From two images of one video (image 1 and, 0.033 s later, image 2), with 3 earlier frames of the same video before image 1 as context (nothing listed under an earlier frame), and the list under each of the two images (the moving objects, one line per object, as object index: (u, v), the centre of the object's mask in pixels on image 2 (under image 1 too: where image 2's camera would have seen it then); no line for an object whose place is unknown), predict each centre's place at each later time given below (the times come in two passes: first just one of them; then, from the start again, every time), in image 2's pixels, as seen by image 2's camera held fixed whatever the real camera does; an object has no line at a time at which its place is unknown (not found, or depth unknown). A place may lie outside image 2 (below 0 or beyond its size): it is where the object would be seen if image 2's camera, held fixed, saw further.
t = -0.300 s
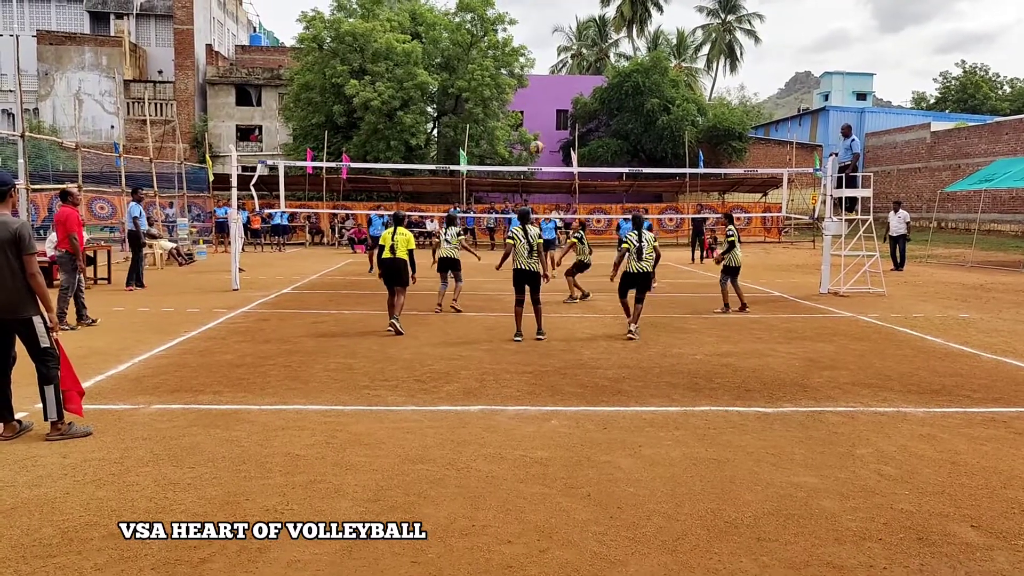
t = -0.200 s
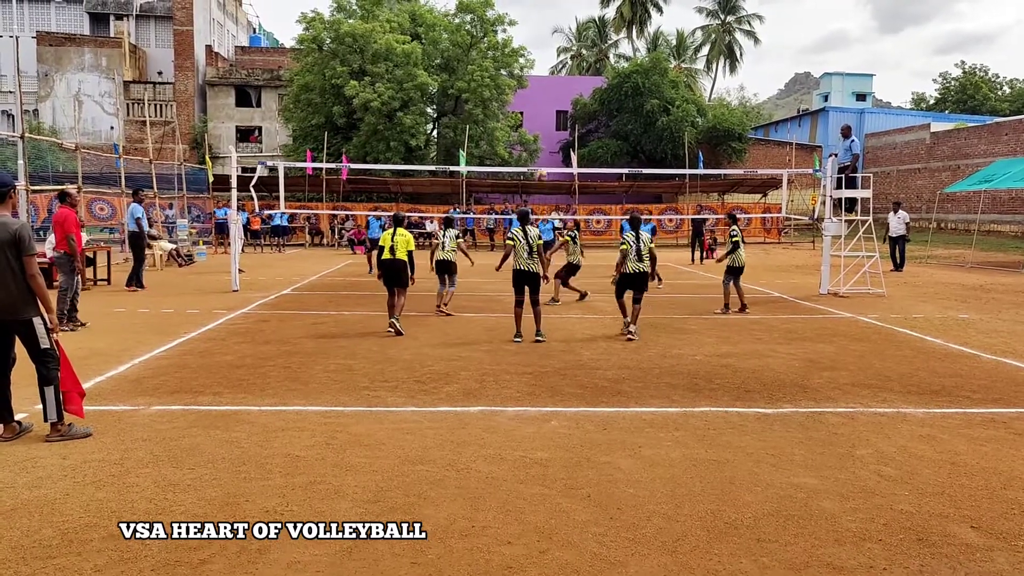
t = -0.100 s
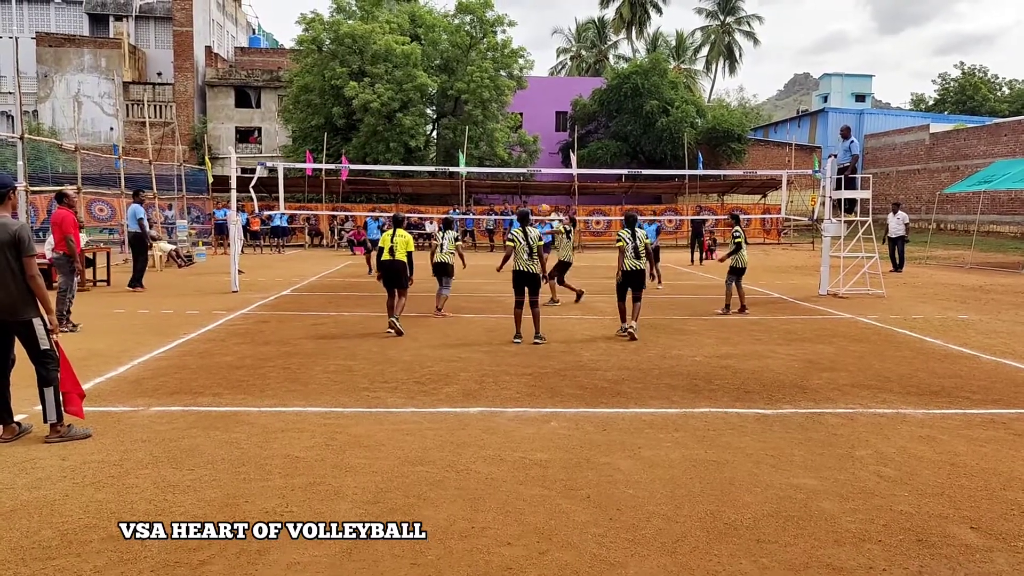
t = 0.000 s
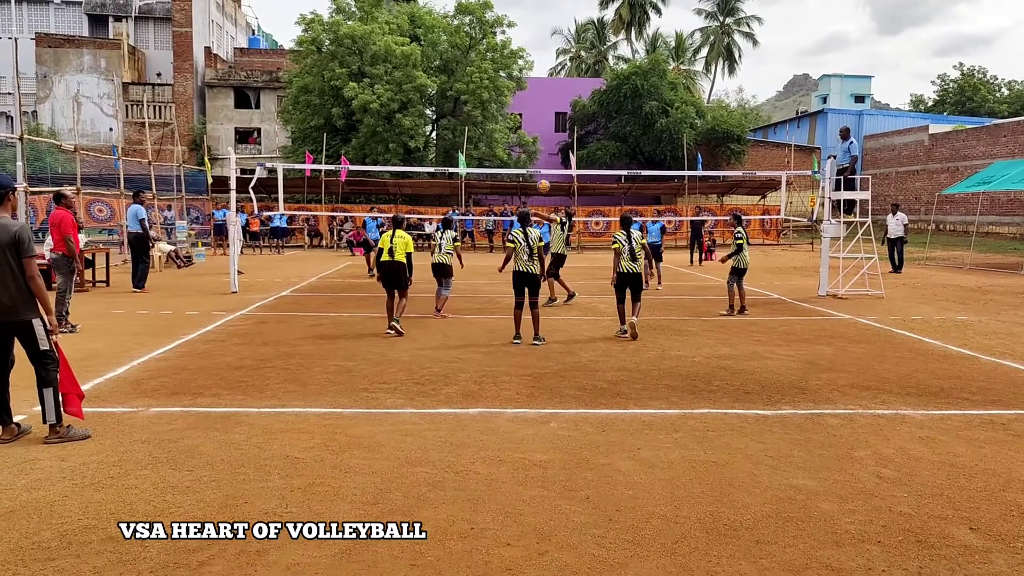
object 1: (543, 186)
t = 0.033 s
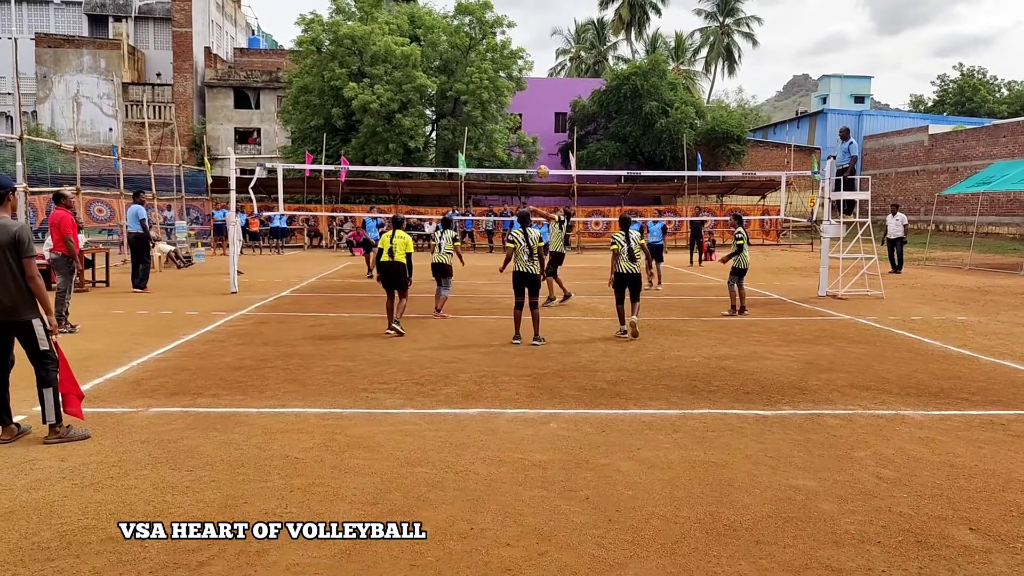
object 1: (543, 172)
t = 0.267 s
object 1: (541, 86)
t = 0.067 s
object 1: (542, 157)
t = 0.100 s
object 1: (542, 143)
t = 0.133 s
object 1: (541, 131)
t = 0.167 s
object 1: (541, 119)
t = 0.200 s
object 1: (541, 107)
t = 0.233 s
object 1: (541, 96)
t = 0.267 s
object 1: (541, 86)
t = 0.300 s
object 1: (541, 76)
